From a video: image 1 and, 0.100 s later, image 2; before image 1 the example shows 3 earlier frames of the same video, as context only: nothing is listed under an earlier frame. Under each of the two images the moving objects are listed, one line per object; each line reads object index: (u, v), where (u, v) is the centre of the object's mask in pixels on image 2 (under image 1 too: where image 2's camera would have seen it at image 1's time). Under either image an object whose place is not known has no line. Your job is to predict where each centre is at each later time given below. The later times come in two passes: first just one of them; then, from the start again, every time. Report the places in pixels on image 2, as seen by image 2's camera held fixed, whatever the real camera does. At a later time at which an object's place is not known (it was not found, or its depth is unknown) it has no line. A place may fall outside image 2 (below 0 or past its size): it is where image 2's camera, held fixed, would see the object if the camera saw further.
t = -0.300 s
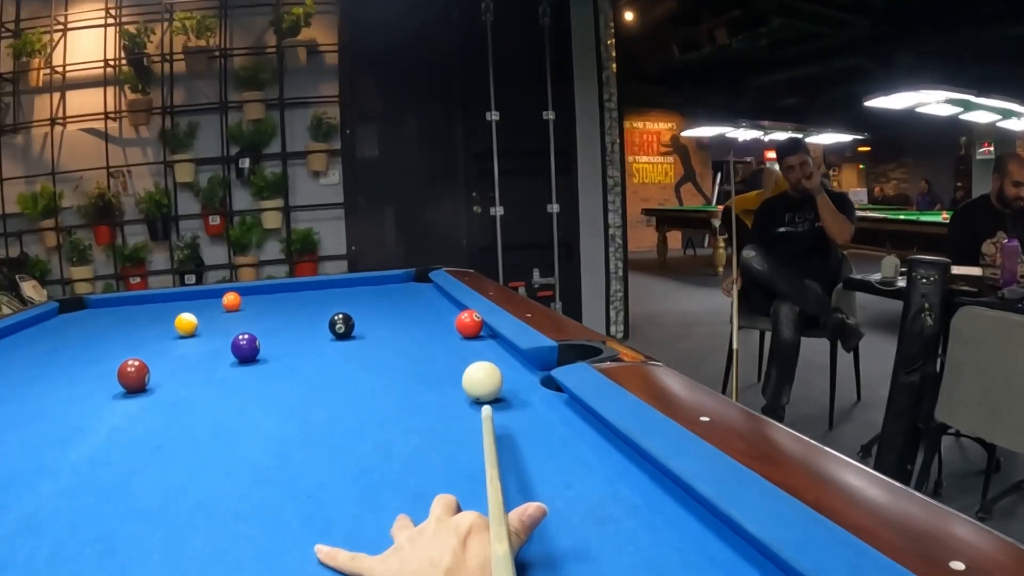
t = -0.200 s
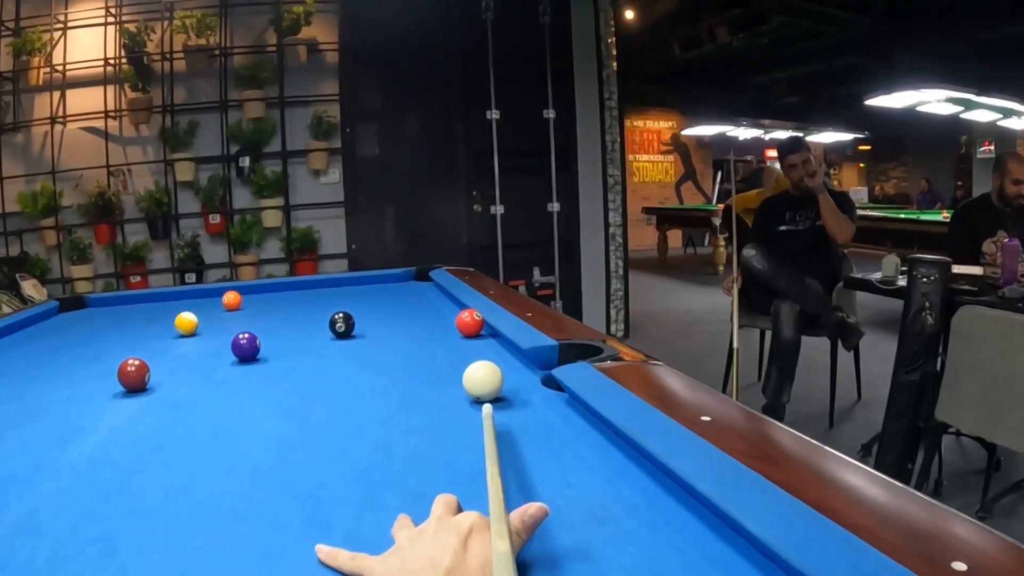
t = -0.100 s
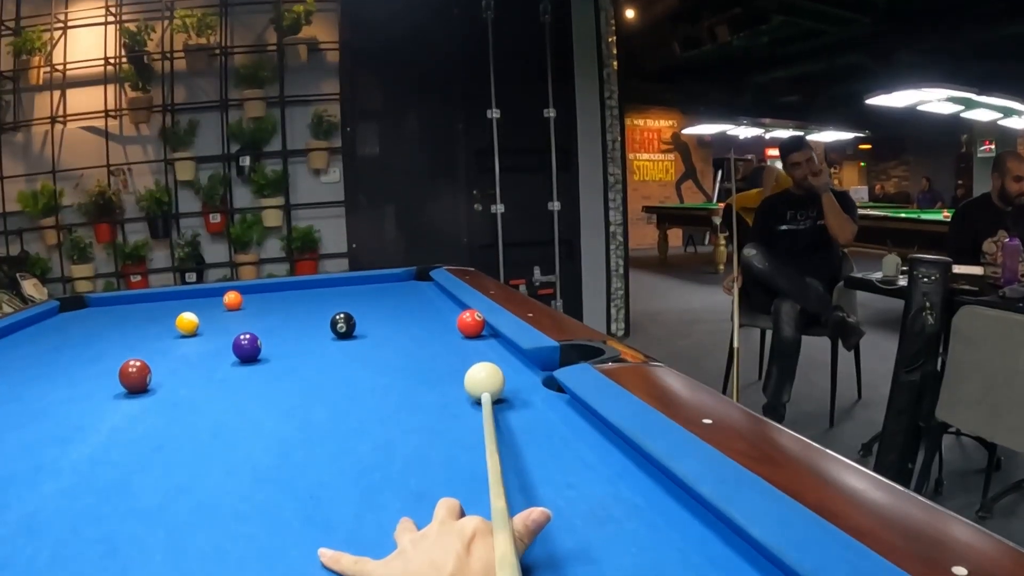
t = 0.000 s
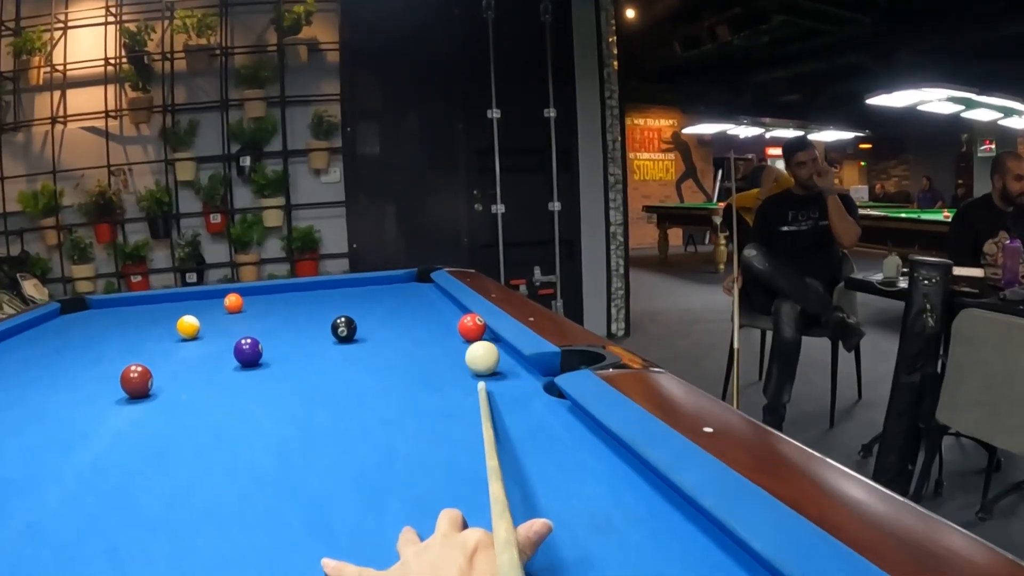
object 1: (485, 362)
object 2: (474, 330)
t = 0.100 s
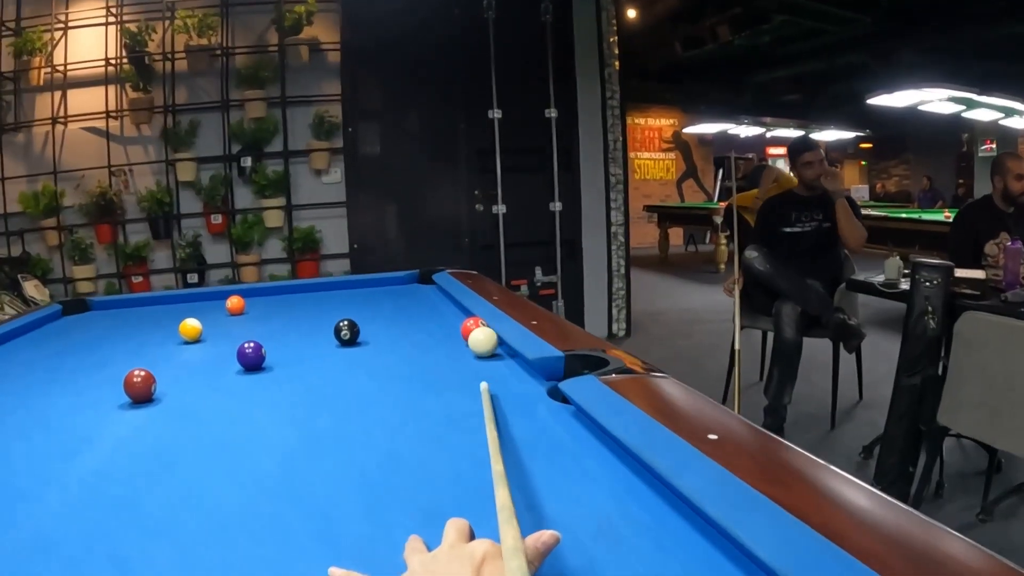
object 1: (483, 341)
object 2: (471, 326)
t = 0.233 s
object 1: (473, 337)
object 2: (466, 319)
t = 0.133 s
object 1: (481, 337)
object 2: (469, 325)
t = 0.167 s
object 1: (478, 337)
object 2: (469, 322)
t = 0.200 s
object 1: (475, 337)
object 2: (467, 320)
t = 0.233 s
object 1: (473, 337)
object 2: (466, 319)
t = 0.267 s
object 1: (470, 337)
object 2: (464, 318)
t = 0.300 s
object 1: (467, 337)
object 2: (463, 317)
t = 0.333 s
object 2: (462, 316)
